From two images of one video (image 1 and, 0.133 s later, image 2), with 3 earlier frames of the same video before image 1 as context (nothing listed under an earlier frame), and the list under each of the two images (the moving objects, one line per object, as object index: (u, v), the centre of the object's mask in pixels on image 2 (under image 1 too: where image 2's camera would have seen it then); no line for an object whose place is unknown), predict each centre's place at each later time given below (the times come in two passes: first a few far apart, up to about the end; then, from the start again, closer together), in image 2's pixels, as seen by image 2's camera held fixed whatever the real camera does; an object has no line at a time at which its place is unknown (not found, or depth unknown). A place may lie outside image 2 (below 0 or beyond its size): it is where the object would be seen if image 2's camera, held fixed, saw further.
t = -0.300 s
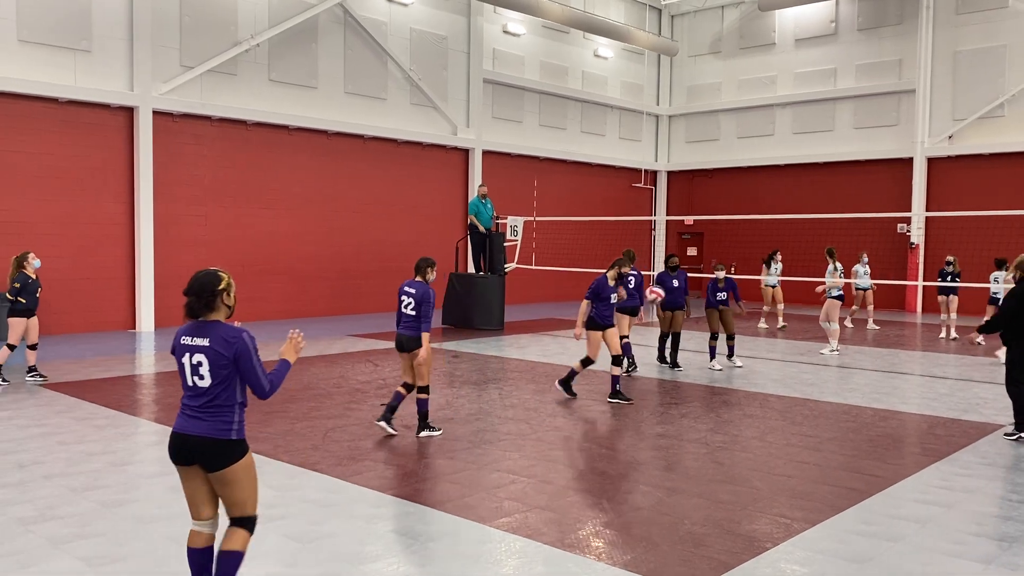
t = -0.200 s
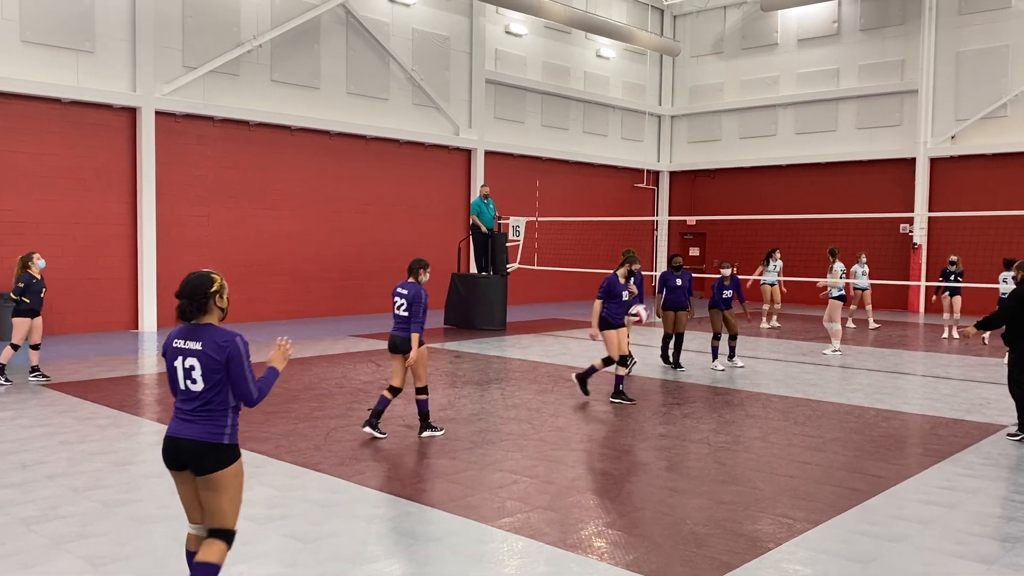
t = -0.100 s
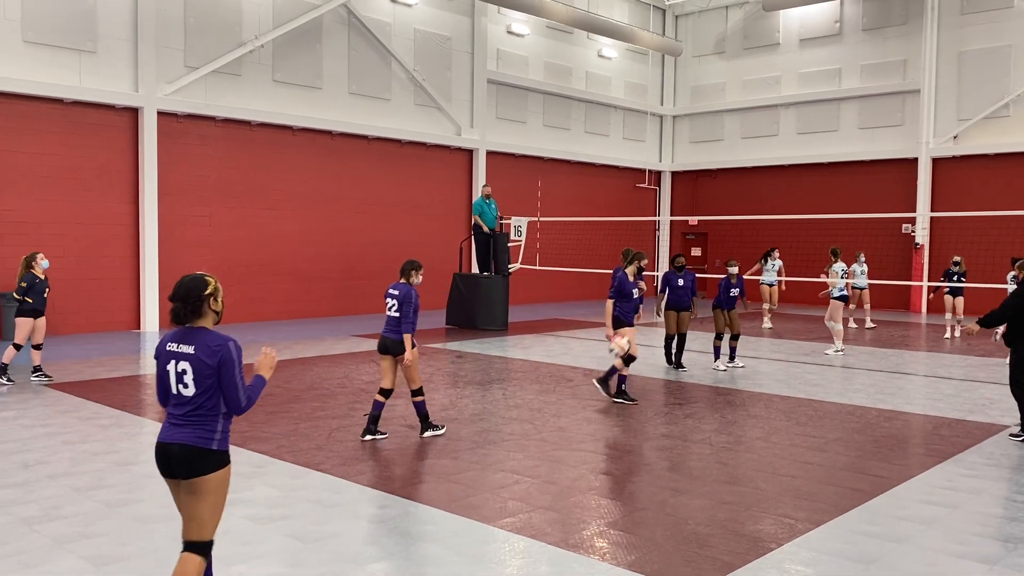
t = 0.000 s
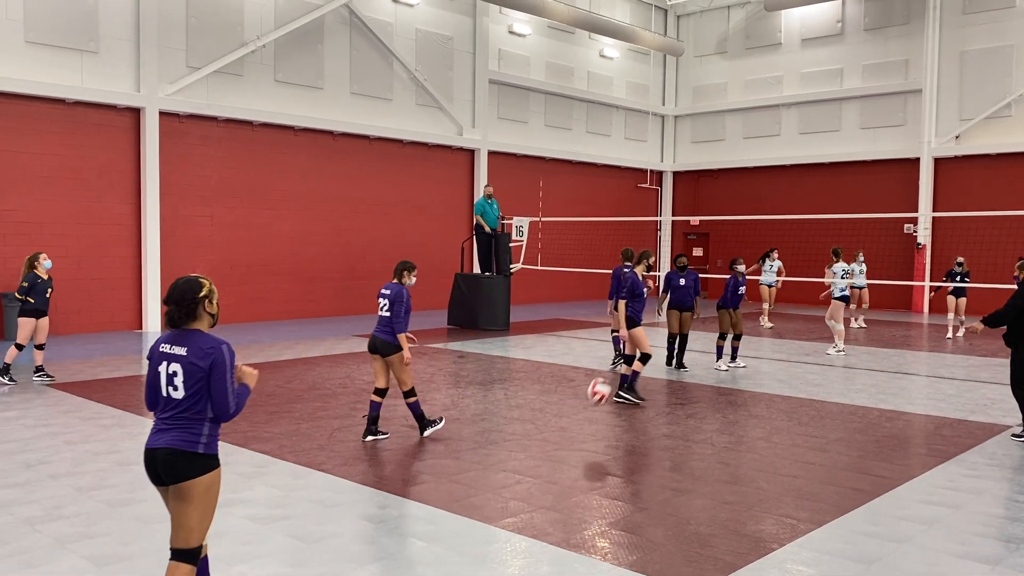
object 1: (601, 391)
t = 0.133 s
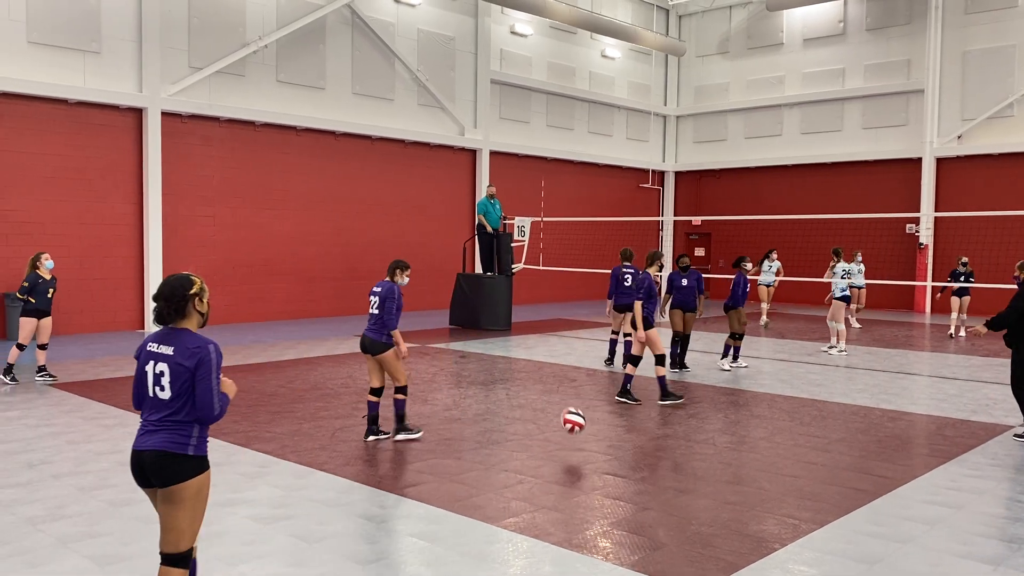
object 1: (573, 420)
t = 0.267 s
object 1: (555, 385)
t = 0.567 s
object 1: (509, 378)
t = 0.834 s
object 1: (461, 477)
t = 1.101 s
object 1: (410, 448)
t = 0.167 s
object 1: (569, 410)
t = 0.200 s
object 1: (564, 400)
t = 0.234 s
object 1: (560, 392)
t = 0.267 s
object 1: (555, 385)
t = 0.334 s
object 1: (545, 374)
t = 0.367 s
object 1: (541, 371)
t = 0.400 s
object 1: (536, 369)
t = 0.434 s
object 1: (531, 368)
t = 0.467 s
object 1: (526, 368)
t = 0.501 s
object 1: (521, 370)
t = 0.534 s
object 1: (515, 374)
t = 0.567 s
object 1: (509, 378)
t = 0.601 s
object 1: (504, 385)
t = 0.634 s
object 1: (498, 393)
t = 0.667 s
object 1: (492, 403)
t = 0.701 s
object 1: (486, 414)
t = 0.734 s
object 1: (480, 427)
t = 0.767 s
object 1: (473, 441)
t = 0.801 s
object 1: (467, 460)
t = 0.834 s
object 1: (461, 477)
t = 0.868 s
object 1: (453, 496)
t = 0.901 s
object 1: (448, 486)
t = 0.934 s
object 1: (442, 476)
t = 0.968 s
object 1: (436, 467)
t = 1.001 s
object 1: (429, 460)
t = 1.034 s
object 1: (423, 455)
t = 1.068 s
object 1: (417, 451)
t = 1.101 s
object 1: (410, 448)
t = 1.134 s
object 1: (403, 448)
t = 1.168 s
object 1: (395, 449)
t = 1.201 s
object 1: (388, 452)
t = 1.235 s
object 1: (380, 457)
